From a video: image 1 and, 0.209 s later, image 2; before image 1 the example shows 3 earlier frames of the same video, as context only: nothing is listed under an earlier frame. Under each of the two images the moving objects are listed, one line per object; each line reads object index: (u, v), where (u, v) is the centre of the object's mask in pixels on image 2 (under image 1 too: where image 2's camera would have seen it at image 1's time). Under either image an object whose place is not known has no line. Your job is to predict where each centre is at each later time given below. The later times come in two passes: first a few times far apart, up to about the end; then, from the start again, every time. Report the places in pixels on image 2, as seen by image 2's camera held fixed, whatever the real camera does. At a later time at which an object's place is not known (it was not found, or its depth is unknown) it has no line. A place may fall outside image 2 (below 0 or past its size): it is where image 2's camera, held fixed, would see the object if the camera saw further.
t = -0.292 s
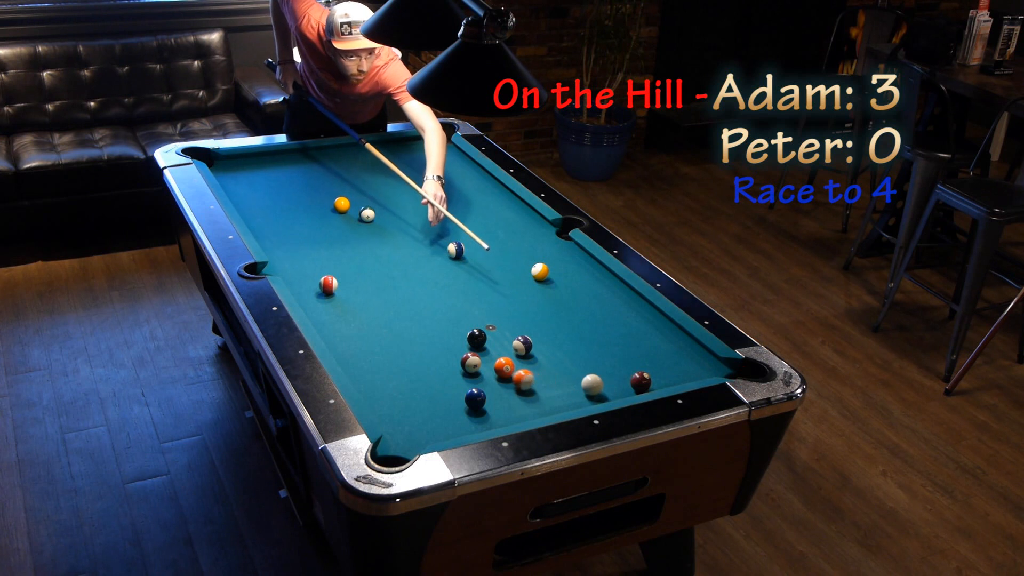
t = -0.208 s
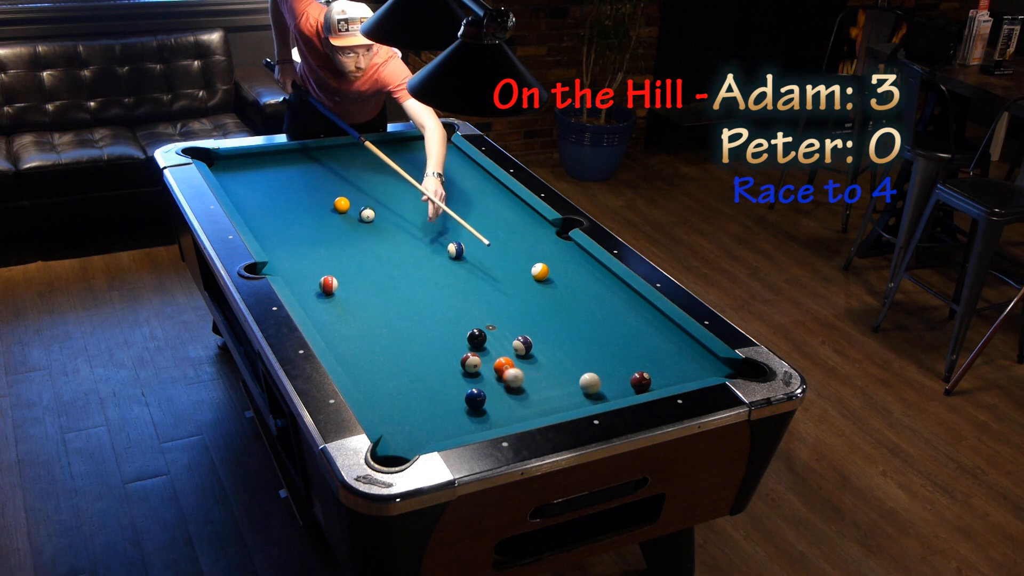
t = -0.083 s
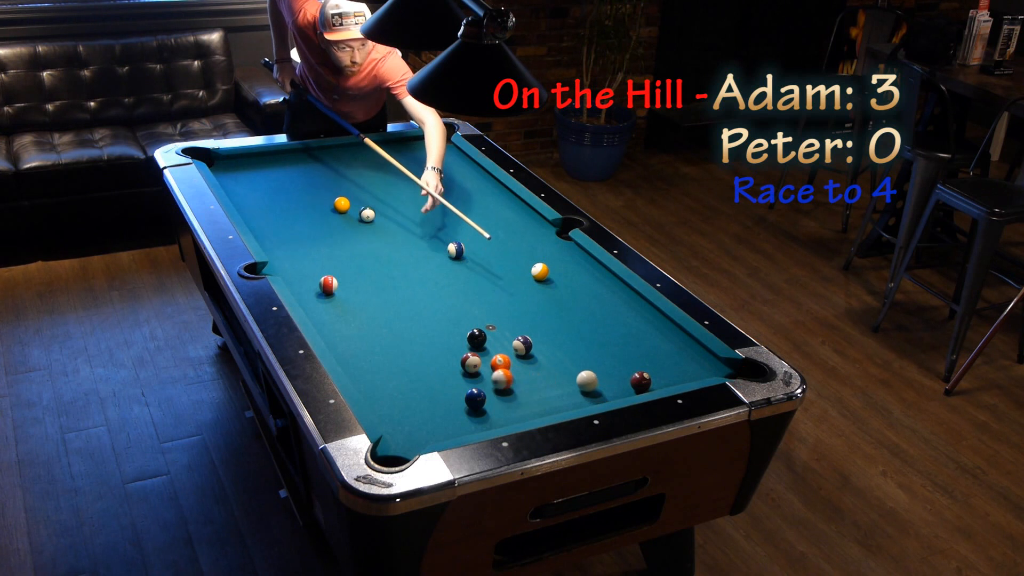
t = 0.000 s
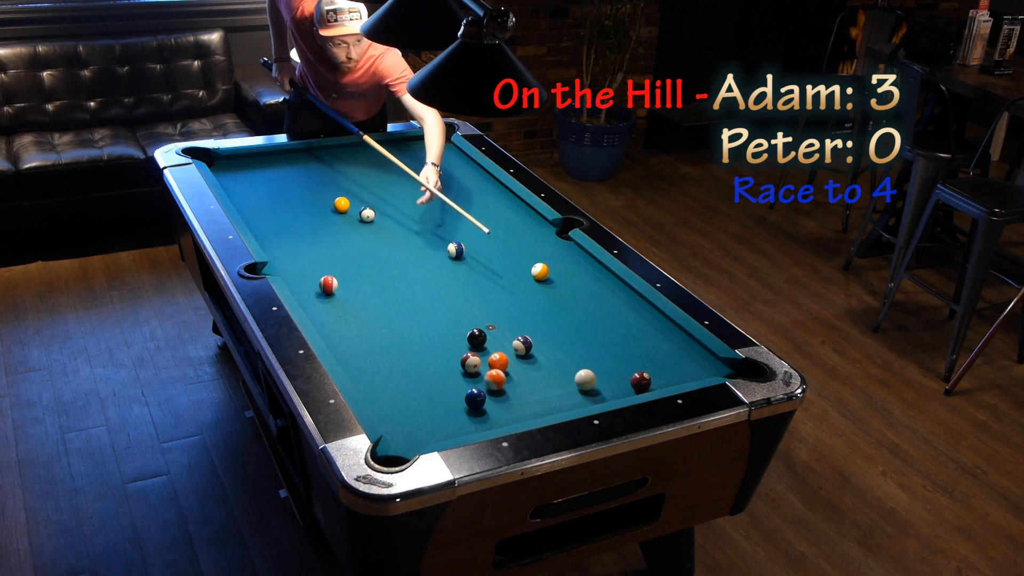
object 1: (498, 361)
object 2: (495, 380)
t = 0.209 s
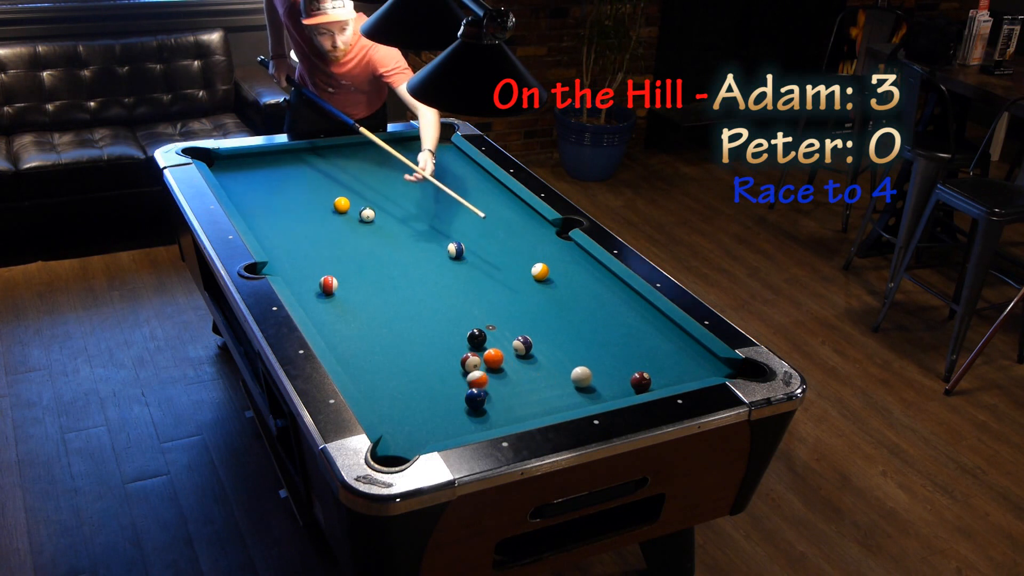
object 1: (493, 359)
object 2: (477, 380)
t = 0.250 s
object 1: (492, 357)
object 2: (474, 380)
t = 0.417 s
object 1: (489, 355)
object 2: (461, 382)
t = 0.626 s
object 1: (486, 352)
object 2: (446, 383)
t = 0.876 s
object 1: (483, 349)
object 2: (430, 385)
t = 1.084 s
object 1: (482, 348)
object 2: (419, 386)
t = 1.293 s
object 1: (482, 348)
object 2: (408, 387)
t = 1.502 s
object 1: (482, 348)
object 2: (399, 387)
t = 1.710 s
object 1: (482, 348)
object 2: (391, 389)
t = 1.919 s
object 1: (482, 348)
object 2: (385, 390)
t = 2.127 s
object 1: (482, 348)
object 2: (380, 391)
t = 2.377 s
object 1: (482, 348)
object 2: (376, 392)
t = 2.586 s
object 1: (482, 348)
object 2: (374, 392)
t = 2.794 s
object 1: (482, 348)
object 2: (374, 392)
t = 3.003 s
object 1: (482, 348)
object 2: (374, 392)
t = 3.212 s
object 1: (482, 348)
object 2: (374, 392)
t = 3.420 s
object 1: (482, 348)
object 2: (374, 392)
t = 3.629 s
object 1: (482, 348)
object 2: (374, 392)
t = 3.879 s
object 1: (482, 348)
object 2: (374, 392)
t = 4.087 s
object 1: (482, 348)
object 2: (374, 392)
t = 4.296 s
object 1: (482, 348)
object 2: (374, 392)
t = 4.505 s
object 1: (482, 348)
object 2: (374, 392)
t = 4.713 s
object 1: (482, 348)
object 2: (374, 392)
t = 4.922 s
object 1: (482, 348)
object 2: (374, 392)
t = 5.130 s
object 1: (482, 348)
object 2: (374, 392)
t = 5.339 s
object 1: (482, 348)
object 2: (374, 392)
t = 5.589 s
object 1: (482, 348)
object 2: (374, 392)
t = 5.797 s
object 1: (482, 348)
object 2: (374, 392)
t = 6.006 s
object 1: (482, 348)
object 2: (374, 392)
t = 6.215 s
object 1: (482, 348)
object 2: (374, 392)
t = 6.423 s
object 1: (482, 347)
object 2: (374, 392)
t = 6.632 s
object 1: (482, 347)
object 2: (374, 392)
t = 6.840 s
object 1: (482, 347)
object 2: (374, 392)
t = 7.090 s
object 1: (482, 348)
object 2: (374, 392)
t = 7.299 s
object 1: (482, 348)
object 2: (374, 392)
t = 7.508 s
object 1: (482, 347)
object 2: (374, 392)
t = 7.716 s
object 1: (482, 347)
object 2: (374, 392)
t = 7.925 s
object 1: (482, 347)
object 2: (374, 392)
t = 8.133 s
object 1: (482, 348)
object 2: (374, 392)
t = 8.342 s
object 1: (482, 348)
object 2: (374, 392)
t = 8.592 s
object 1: (482, 348)
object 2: (374, 392)
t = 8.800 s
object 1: (482, 347)
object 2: (374, 392)
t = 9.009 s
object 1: (482, 347)
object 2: (374, 392)
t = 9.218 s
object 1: (482, 347)
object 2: (374, 392)
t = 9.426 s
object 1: (482, 348)
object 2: (374, 392)
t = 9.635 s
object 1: (482, 348)
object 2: (374, 392)
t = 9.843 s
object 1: (482, 348)
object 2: (374, 392)
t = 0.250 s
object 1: (492, 357)
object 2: (474, 380)
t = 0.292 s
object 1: (492, 357)
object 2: (471, 380)
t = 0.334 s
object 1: (491, 356)
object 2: (467, 381)
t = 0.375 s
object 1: (490, 355)
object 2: (464, 382)
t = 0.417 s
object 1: (489, 355)
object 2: (461, 382)
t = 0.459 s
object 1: (489, 354)
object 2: (458, 383)
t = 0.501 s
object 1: (488, 353)
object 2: (455, 382)
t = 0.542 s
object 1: (487, 353)
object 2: (452, 383)
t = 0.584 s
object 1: (487, 352)
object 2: (449, 383)
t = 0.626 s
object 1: (486, 352)
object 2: (446, 383)
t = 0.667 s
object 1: (486, 351)
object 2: (444, 384)
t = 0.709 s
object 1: (485, 351)
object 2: (441, 384)
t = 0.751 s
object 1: (485, 350)
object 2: (438, 384)
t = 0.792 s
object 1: (484, 350)
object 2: (436, 384)
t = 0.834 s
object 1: (484, 350)
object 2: (433, 384)
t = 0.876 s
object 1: (483, 349)
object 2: (430, 385)
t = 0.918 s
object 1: (483, 349)
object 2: (428, 385)
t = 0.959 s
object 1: (483, 348)
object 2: (426, 385)
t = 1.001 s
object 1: (482, 348)
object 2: (423, 385)
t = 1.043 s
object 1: (482, 348)
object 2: (421, 386)
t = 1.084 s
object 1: (482, 348)
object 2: (419, 386)
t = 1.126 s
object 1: (482, 348)
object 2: (416, 386)
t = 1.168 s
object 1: (482, 348)
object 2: (414, 386)
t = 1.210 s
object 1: (482, 348)
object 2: (412, 386)
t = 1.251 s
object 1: (482, 348)
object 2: (410, 386)
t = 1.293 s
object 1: (482, 348)
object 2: (408, 387)
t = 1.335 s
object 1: (482, 348)
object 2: (406, 387)
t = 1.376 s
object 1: (482, 348)
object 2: (404, 387)
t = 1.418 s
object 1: (482, 348)
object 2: (402, 387)
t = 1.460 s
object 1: (482, 348)
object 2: (400, 387)
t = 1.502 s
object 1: (482, 348)
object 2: (399, 387)
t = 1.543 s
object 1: (482, 348)
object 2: (397, 388)
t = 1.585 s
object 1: (482, 348)
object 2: (395, 388)
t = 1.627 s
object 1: (482, 348)
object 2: (394, 388)
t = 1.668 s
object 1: (482, 348)
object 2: (392, 389)
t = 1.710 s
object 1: (482, 348)
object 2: (391, 389)
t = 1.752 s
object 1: (482, 348)
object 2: (390, 389)
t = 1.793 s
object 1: (482, 348)
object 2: (388, 390)
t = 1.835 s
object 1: (482, 348)
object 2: (387, 390)
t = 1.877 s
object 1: (482, 348)
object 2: (386, 390)
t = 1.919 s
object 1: (482, 348)
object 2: (385, 390)
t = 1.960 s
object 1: (482, 348)
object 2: (384, 390)
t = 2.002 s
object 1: (482, 348)
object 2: (383, 391)
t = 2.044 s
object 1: (482, 348)
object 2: (382, 391)
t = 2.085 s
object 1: (482, 348)
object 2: (381, 391)
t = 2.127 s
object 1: (482, 348)
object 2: (380, 391)
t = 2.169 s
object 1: (482, 348)
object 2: (379, 391)
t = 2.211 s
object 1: (482, 348)
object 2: (378, 392)
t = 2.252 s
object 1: (482, 348)
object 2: (377, 392)
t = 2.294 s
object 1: (482, 348)
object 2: (377, 392)
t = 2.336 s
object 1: (482, 348)
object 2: (376, 392)
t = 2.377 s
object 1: (482, 348)
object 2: (376, 392)
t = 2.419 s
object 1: (482, 348)
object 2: (375, 392)
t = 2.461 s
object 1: (482, 348)
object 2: (375, 392)
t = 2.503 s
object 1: (482, 348)
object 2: (374, 392)
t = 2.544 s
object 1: (482, 348)
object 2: (374, 392)
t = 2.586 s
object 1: (482, 348)
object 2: (374, 392)
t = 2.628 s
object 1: (482, 348)
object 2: (374, 392)
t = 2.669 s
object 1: (482, 348)
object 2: (374, 392)
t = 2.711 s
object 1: (482, 348)
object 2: (374, 392)
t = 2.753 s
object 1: (482, 348)
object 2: (374, 392)
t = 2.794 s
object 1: (482, 348)
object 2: (374, 392)
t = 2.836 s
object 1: (482, 348)
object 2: (374, 392)
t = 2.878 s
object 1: (482, 348)
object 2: (374, 392)
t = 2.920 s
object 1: (482, 348)
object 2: (374, 392)
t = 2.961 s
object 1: (482, 348)
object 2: (374, 392)
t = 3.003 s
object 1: (482, 348)
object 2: (374, 392)
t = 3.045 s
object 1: (482, 348)
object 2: (374, 392)
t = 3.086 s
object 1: (482, 348)
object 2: (374, 392)
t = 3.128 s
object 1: (482, 348)
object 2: (374, 392)
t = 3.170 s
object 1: (482, 348)
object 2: (374, 392)
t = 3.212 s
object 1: (482, 348)
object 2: (374, 392)
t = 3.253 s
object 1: (482, 348)
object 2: (374, 392)
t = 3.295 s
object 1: (482, 348)
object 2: (374, 392)
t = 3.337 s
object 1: (482, 348)
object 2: (374, 392)
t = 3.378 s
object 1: (482, 348)
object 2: (374, 392)
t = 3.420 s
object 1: (482, 348)
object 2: (374, 392)
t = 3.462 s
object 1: (482, 348)
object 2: (374, 392)
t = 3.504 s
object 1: (482, 348)
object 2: (374, 392)
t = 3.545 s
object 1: (482, 348)
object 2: (374, 392)
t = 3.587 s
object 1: (482, 348)
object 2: (374, 392)
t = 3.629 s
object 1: (482, 348)
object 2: (374, 392)
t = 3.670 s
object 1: (482, 348)
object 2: (374, 392)
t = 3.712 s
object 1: (482, 348)
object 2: (374, 392)
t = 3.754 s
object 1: (482, 348)
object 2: (374, 392)
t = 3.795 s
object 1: (482, 348)
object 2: (374, 392)
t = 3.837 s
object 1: (482, 348)
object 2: (374, 392)
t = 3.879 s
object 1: (482, 348)
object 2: (374, 392)
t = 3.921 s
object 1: (482, 348)
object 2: (374, 392)
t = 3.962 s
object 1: (482, 348)
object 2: (374, 392)
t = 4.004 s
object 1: (482, 348)
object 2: (374, 392)
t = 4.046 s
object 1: (482, 348)
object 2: (374, 392)
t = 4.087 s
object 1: (482, 348)
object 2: (374, 392)
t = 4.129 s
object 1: (482, 348)
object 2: (374, 392)
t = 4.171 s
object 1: (482, 348)
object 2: (374, 392)
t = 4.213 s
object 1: (482, 348)
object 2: (374, 392)
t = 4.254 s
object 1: (482, 348)
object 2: (374, 392)
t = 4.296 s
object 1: (482, 348)
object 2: (374, 392)
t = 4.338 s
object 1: (482, 348)
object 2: (374, 392)
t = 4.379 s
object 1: (482, 348)
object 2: (374, 392)
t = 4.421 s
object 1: (482, 348)
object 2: (374, 392)
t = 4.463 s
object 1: (482, 348)
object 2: (374, 392)
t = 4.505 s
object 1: (482, 348)
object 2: (374, 392)
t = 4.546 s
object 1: (482, 348)
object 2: (374, 392)
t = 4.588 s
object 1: (482, 348)
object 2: (374, 392)
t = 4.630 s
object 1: (482, 348)
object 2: (374, 392)
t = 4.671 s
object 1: (482, 348)
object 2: (374, 392)
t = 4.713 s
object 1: (482, 348)
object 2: (374, 392)
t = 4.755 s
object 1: (482, 348)
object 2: (374, 392)
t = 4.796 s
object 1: (482, 348)
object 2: (374, 392)
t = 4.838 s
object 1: (482, 348)
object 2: (374, 392)
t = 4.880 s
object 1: (482, 348)
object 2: (374, 392)
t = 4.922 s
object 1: (482, 348)
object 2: (374, 392)
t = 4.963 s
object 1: (482, 348)
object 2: (374, 392)
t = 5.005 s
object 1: (482, 348)
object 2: (374, 392)
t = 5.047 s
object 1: (482, 348)
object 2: (374, 392)
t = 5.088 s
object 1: (482, 348)
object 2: (374, 392)
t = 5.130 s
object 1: (482, 348)
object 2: (374, 392)
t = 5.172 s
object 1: (482, 348)
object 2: (374, 392)
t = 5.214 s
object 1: (482, 348)
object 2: (374, 392)
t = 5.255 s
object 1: (482, 348)
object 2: (374, 392)
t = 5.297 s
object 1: (482, 348)
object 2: (374, 392)
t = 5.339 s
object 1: (482, 348)
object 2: (374, 392)
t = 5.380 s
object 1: (482, 348)
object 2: (374, 392)
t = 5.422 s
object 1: (482, 348)
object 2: (374, 392)
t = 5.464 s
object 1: (482, 348)
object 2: (374, 392)
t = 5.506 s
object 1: (482, 348)
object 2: (374, 392)
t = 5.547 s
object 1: (482, 348)
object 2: (374, 392)
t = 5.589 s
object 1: (482, 348)
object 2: (374, 392)
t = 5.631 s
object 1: (482, 348)
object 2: (374, 392)
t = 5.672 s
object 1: (482, 348)
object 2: (374, 392)
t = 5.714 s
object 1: (482, 348)
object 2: (374, 392)
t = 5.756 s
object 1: (482, 348)
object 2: (374, 392)
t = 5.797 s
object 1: (482, 348)
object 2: (374, 392)
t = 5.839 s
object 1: (482, 348)
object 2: (374, 392)
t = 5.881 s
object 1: (482, 348)
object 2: (374, 392)
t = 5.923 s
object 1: (482, 348)
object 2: (374, 392)
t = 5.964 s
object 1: (482, 348)
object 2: (374, 392)
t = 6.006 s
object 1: (482, 348)
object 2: (374, 392)
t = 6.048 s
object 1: (482, 348)
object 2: (374, 392)
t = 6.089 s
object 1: (482, 348)
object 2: (374, 392)
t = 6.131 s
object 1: (482, 347)
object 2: (374, 392)
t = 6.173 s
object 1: (482, 348)
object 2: (374, 392)
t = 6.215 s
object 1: (482, 348)
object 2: (374, 392)
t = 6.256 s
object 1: (482, 348)
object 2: (374, 392)
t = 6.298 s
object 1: (482, 348)
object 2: (374, 392)
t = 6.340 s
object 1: (482, 347)
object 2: (374, 392)
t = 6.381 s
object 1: (482, 347)
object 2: (374, 392)
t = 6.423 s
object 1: (482, 347)
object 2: (374, 392)
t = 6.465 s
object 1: (482, 347)
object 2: (374, 392)
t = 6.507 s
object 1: (482, 347)
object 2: (374, 392)
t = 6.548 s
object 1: (482, 347)
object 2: (374, 392)
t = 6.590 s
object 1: (482, 347)
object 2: (374, 392)
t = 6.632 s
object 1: (482, 347)
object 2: (374, 392)
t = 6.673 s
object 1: (482, 347)
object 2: (374, 392)
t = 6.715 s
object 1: (482, 347)
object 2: (374, 392)
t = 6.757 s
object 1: (482, 347)
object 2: (374, 392)
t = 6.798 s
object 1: (482, 347)
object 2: (374, 392)
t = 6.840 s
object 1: (482, 347)
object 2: (374, 392)
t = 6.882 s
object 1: (482, 348)
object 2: (374, 392)
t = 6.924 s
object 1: (482, 348)
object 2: (374, 392)
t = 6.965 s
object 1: (482, 348)
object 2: (374, 392)
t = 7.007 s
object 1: (482, 347)
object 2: (374, 392)
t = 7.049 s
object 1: (482, 348)
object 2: (374, 392)
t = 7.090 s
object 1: (482, 348)
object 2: (374, 392)
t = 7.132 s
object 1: (482, 348)
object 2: (374, 392)
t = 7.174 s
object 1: (482, 348)
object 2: (374, 392)
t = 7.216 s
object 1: (482, 348)
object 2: (374, 392)
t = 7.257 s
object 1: (482, 348)
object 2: (374, 392)
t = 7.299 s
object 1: (482, 348)
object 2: (374, 392)
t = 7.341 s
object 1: (482, 348)
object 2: (374, 392)
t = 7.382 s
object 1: (482, 348)
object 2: (374, 392)
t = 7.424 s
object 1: (482, 348)
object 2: (374, 392)
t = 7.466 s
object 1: (482, 347)
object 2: (374, 392)
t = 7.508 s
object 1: (482, 347)
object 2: (374, 392)
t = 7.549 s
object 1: (482, 347)
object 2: (374, 392)
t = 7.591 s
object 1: (482, 347)
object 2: (374, 392)
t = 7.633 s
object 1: (482, 347)
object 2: (374, 392)
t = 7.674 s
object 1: (482, 347)
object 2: (374, 392)
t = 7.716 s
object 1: (482, 347)
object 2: (374, 392)
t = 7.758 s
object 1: (482, 347)
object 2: (374, 392)
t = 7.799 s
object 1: (482, 347)
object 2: (374, 392)
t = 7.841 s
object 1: (482, 347)
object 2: (374, 392)
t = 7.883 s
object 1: (482, 347)
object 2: (374, 392)
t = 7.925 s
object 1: (482, 347)
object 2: (374, 392)
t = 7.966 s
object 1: (482, 348)
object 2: (374, 392)
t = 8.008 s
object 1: (482, 348)
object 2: (374, 392)
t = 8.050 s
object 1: (482, 347)
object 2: (374, 392)
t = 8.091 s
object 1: (482, 348)
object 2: (374, 392)
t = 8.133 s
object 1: (482, 348)
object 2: (374, 392)
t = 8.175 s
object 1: (482, 348)
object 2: (374, 392)
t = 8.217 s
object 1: (482, 348)
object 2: (374, 392)
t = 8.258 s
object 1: (482, 348)
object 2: (374, 392)
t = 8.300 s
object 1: (482, 348)
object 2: (374, 392)
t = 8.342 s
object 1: (482, 348)
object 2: (374, 392)
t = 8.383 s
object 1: (482, 348)
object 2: (374, 392)
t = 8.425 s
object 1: (482, 348)
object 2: (374, 392)
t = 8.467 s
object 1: (482, 348)
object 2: (374, 392)
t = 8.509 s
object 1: (482, 348)
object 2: (374, 392)
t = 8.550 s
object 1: (482, 348)
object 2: (374, 392)
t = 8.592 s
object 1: (482, 348)
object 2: (374, 392)
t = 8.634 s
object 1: (482, 347)
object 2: (374, 392)
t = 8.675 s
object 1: (482, 347)
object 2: (374, 392)
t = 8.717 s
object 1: (482, 347)
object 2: (374, 392)
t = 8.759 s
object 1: (482, 347)
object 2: (374, 392)
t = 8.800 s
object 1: (482, 347)
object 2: (374, 392)
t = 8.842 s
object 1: (482, 347)
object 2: (374, 392)
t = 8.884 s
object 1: (482, 347)
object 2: (374, 392)
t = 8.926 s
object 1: (482, 347)
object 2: (374, 392)
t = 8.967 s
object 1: (482, 347)
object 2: (374, 392)
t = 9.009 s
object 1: (482, 347)
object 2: (374, 392)
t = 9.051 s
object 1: (482, 347)
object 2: (374, 392)
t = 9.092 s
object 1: (481, 347)
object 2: (374, 392)
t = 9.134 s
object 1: (481, 347)
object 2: (374, 392)
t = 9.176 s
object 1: (482, 347)
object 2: (374, 392)
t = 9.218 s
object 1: (482, 347)
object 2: (374, 392)
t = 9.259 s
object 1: (481, 347)
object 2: (374, 392)
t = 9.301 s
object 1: (481, 347)
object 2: (374, 392)
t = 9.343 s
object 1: (481, 347)
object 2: (374, 392)
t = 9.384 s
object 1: (481, 347)
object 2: (374, 392)
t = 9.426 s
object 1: (482, 348)
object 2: (374, 392)
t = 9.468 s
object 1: (482, 348)
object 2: (374, 392)
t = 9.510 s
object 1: (482, 347)
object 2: (374, 392)
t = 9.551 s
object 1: (481, 347)
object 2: (374, 392)
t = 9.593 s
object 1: (482, 348)
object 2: (374, 392)
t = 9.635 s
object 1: (482, 348)
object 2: (374, 392)
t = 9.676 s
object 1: (482, 348)
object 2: (374, 392)
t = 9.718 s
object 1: (482, 348)
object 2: (374, 392)
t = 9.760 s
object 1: (482, 348)
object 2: (374, 392)
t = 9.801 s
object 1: (482, 348)
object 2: (374, 392)
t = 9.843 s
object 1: (482, 348)
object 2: (374, 392)
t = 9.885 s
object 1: (482, 348)
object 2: (374, 392)
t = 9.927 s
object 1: (482, 348)
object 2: (374, 392)
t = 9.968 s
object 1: (482, 348)
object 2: (374, 392)
